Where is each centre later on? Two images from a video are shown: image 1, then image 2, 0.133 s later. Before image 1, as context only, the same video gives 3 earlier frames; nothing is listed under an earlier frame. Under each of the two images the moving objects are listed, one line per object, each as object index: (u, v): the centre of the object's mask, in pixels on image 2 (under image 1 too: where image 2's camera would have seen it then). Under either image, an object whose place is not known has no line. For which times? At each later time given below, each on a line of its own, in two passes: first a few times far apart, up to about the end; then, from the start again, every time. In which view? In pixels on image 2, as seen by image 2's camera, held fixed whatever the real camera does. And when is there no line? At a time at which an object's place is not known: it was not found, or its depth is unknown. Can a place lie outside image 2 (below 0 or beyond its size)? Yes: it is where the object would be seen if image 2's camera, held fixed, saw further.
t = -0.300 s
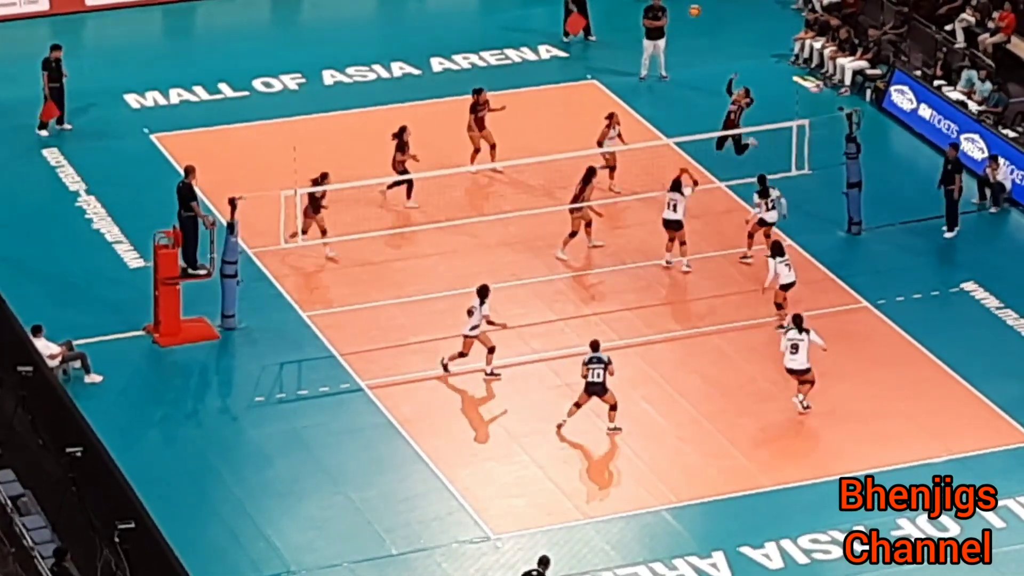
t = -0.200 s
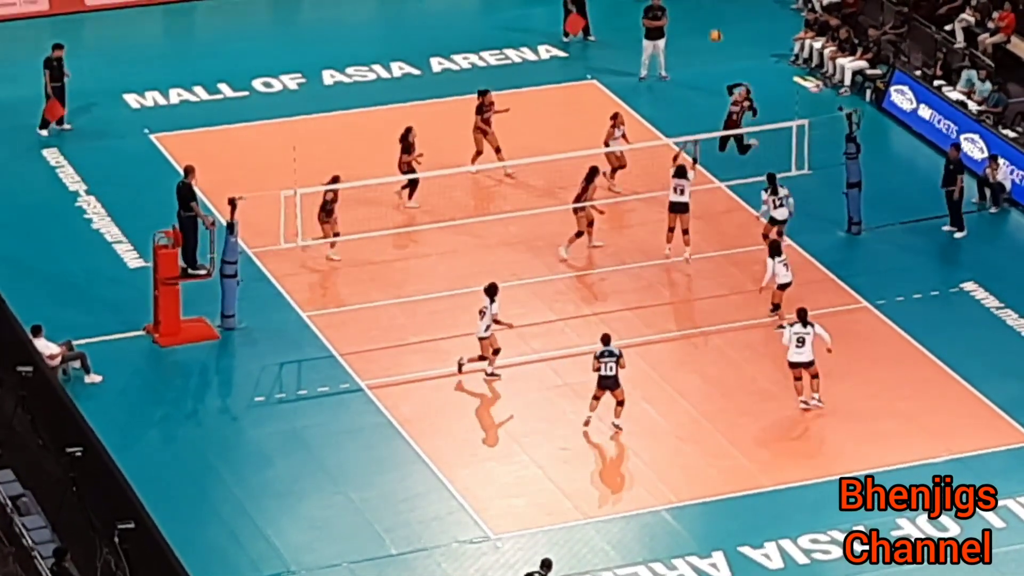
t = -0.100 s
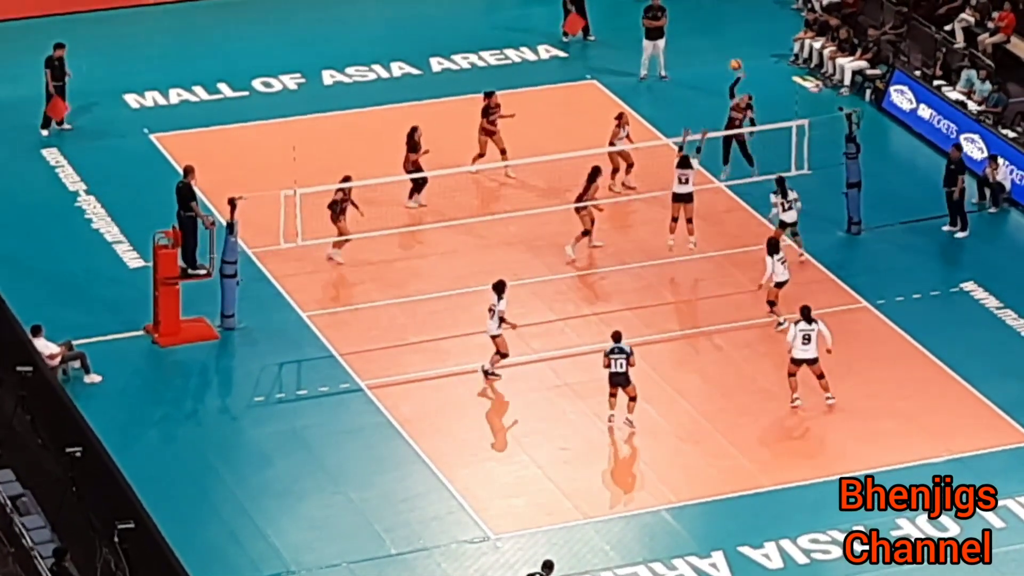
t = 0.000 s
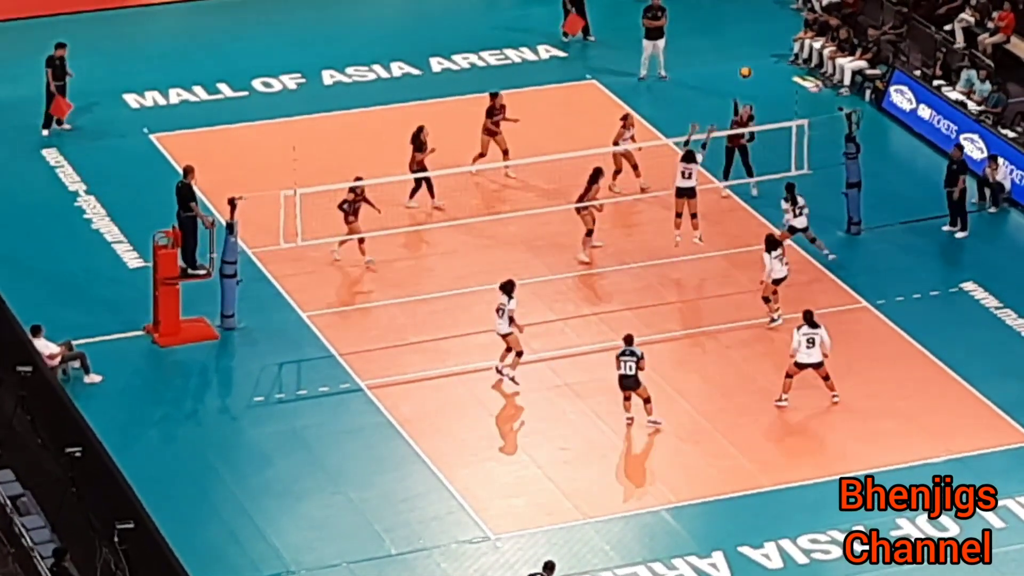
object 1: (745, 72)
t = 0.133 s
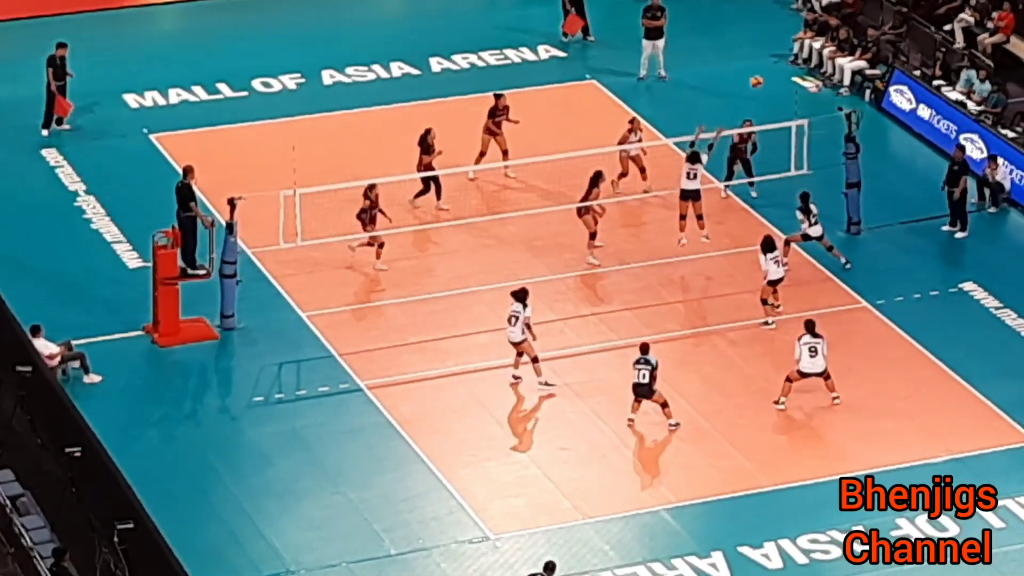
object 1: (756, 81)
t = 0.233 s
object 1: (765, 95)
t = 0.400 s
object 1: (781, 129)
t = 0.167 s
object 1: (759, 86)
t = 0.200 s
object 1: (762, 90)
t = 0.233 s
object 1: (765, 95)
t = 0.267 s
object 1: (768, 100)
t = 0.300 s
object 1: (771, 106)
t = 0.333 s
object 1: (774, 113)
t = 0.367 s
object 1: (777, 120)
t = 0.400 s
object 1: (781, 129)
